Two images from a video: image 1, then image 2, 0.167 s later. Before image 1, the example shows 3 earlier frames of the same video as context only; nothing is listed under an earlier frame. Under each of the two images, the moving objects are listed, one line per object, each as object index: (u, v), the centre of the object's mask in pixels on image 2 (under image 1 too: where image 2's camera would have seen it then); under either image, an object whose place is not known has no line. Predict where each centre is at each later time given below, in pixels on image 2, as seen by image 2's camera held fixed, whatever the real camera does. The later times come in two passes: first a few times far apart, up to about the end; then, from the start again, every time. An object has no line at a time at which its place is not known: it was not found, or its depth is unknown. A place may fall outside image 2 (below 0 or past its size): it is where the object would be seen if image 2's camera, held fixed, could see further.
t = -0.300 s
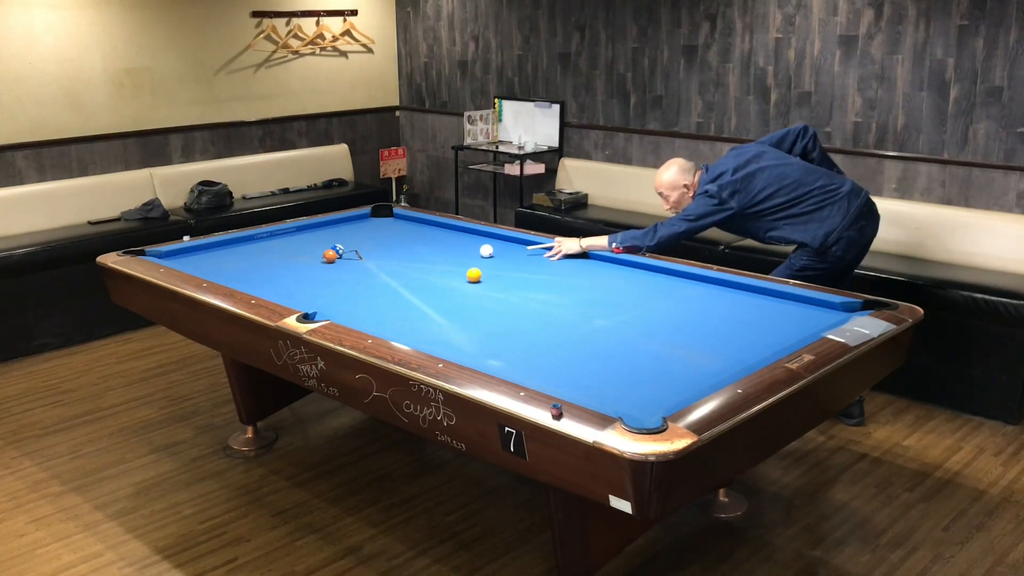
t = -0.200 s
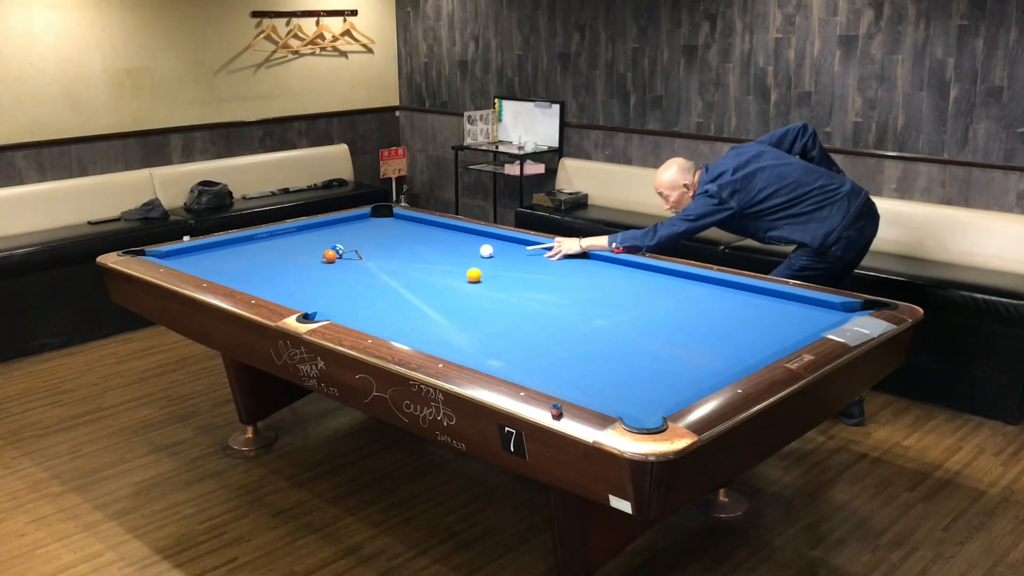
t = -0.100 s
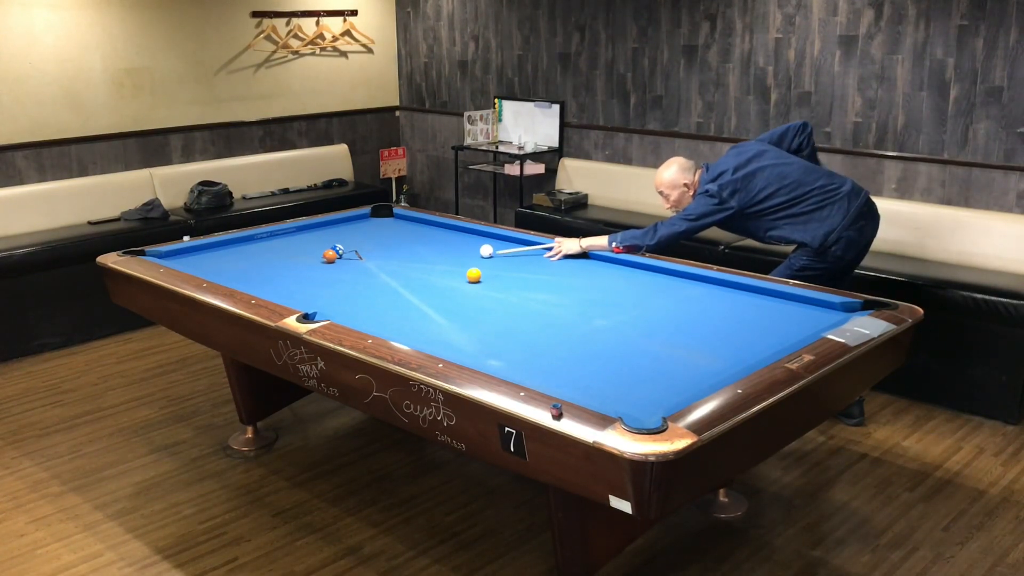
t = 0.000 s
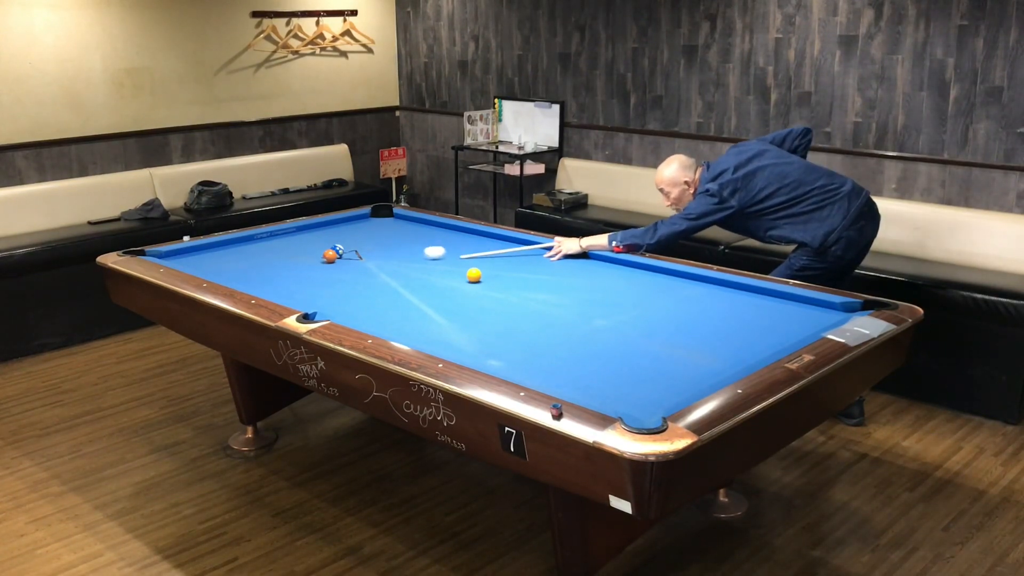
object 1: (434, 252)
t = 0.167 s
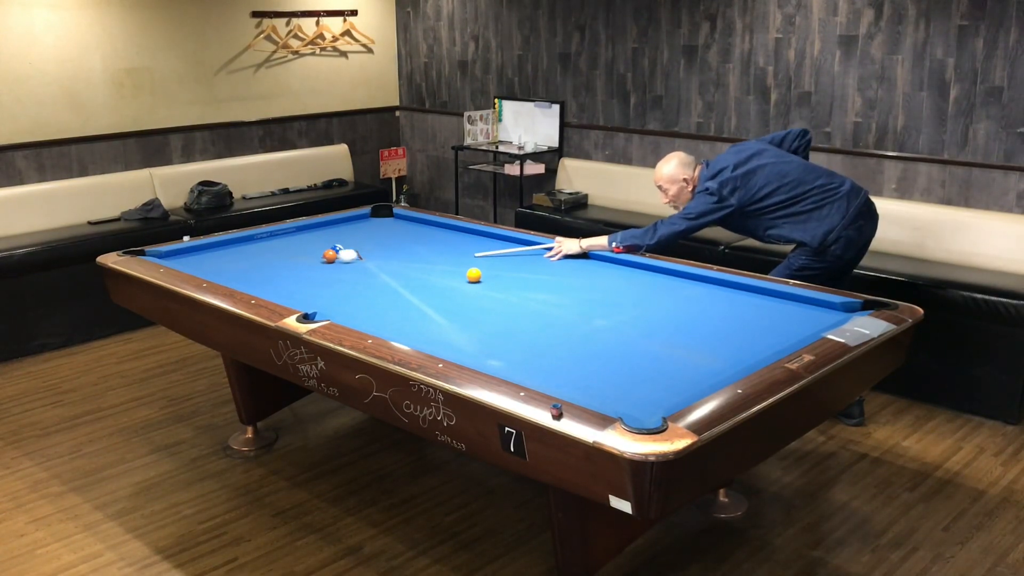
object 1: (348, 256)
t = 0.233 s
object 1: (343, 257)
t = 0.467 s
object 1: (341, 260)
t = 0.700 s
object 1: (339, 263)
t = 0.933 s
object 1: (337, 265)
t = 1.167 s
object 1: (335, 267)
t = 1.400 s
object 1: (334, 270)
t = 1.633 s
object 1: (332, 271)
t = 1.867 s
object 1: (331, 273)
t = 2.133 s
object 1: (329, 274)
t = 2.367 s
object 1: (328, 275)
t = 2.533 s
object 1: (327, 276)
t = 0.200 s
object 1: (343, 257)
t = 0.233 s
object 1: (343, 257)
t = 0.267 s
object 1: (342, 257)
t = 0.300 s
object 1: (342, 258)
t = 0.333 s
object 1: (342, 258)
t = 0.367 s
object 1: (342, 259)
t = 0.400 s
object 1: (341, 259)
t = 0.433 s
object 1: (341, 260)
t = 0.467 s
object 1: (341, 260)
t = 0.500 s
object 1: (340, 261)
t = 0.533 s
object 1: (340, 261)
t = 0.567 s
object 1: (340, 261)
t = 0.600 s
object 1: (340, 262)
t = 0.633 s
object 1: (339, 262)
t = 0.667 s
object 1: (339, 263)
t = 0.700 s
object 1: (339, 263)
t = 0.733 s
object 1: (339, 263)
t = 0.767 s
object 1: (338, 264)
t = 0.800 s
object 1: (338, 264)
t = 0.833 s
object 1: (338, 265)
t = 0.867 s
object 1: (338, 265)
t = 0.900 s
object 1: (337, 265)
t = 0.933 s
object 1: (337, 265)
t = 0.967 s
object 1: (337, 266)
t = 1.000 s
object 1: (336, 266)
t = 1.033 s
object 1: (336, 266)
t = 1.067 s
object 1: (336, 267)
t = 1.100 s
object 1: (336, 267)
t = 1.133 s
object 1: (335, 267)
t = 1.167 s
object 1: (335, 267)
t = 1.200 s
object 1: (335, 268)
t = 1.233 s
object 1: (335, 268)
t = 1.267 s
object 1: (335, 269)
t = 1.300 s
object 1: (334, 269)
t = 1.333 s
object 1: (334, 269)
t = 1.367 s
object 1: (334, 269)
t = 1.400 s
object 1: (334, 270)
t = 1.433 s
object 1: (333, 270)
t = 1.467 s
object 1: (333, 270)
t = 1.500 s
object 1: (333, 270)
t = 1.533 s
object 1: (333, 271)
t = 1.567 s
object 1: (332, 271)
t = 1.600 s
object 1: (332, 271)
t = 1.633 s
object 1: (332, 271)
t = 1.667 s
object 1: (332, 272)
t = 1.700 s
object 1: (331, 272)
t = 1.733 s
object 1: (331, 272)
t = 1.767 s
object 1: (331, 272)
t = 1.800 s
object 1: (331, 273)
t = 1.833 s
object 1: (331, 273)
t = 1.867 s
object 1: (331, 273)
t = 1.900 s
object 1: (330, 273)
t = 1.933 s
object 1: (330, 273)
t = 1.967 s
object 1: (330, 273)
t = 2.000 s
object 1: (330, 274)
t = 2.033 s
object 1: (330, 274)
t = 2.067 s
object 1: (329, 274)
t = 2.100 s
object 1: (329, 274)
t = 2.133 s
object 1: (329, 274)
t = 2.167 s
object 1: (329, 275)
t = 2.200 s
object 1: (329, 275)
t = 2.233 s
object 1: (329, 275)
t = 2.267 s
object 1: (328, 275)
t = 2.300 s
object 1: (328, 275)
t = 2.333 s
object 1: (328, 275)
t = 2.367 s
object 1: (328, 275)
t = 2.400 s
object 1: (328, 275)
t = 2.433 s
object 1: (328, 275)
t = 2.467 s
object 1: (328, 275)
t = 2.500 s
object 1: (327, 276)
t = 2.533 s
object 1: (327, 276)
